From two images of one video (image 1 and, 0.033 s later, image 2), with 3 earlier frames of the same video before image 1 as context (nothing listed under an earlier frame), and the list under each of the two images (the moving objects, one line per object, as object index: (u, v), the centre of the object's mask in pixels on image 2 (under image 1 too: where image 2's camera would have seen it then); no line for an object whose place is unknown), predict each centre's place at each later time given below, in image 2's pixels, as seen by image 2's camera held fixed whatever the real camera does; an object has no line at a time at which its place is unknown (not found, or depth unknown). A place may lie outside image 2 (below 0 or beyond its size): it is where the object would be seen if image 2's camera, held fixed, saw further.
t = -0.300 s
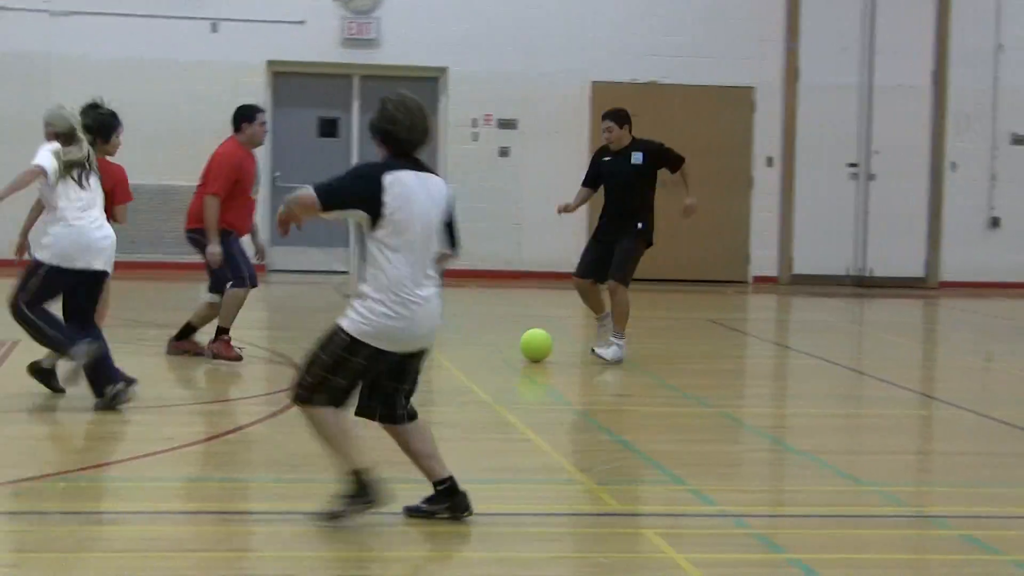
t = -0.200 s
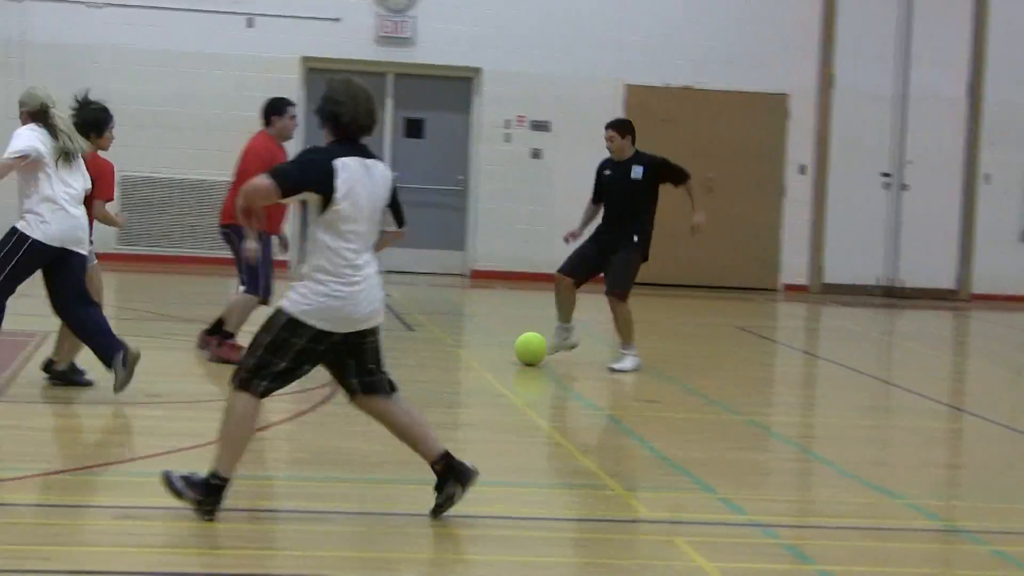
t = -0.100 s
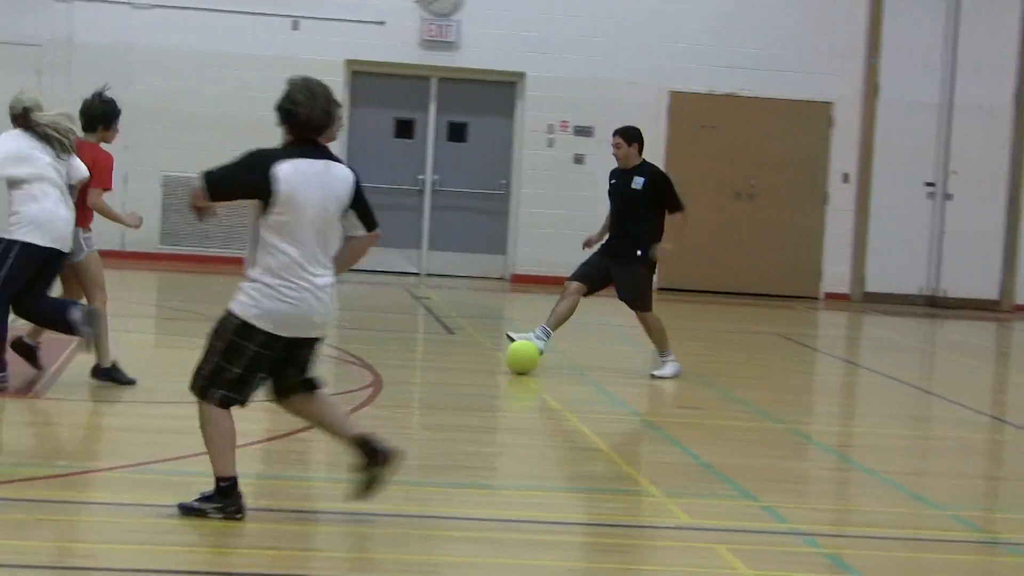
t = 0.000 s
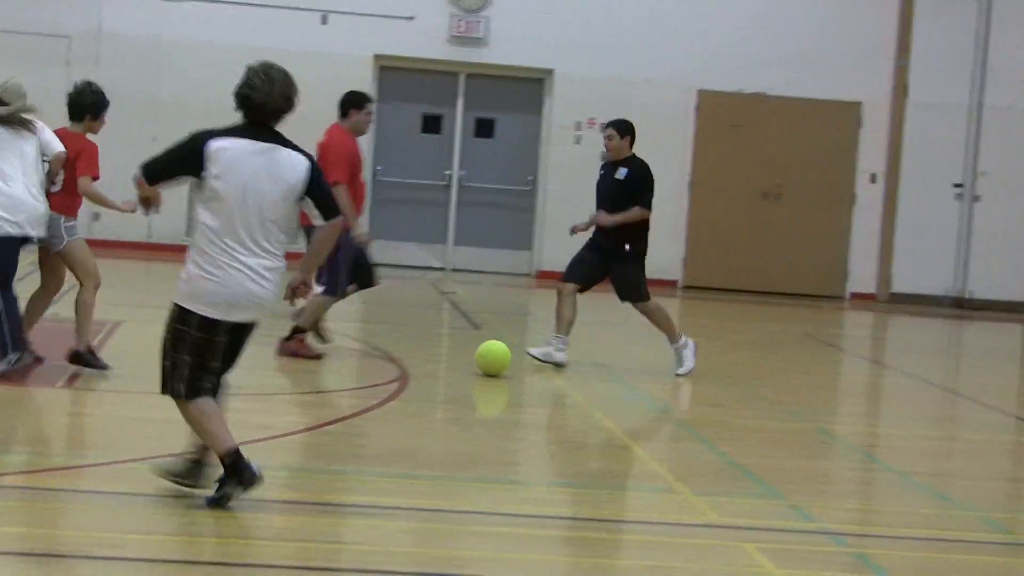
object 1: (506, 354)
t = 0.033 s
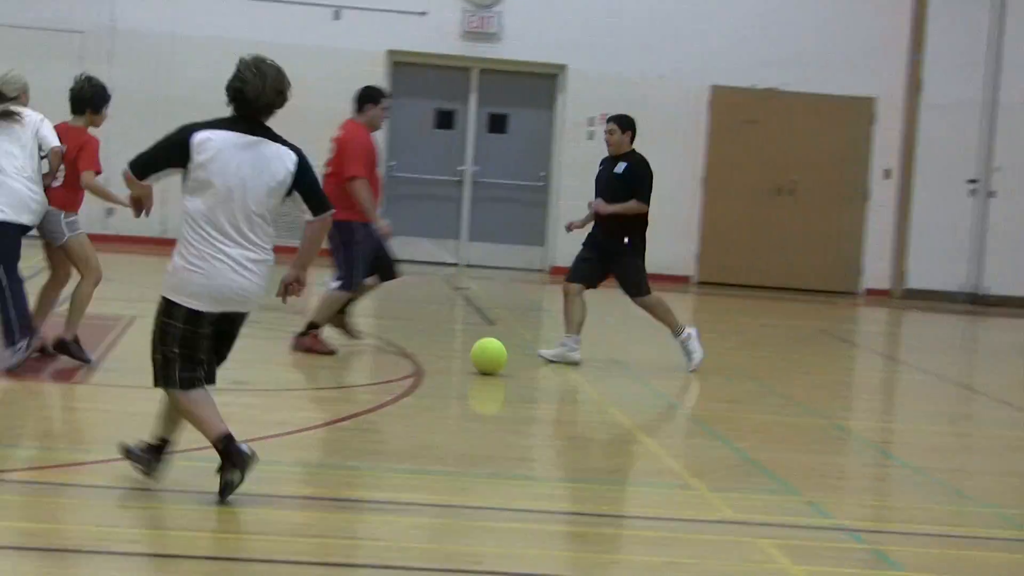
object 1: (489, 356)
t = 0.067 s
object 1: (471, 357)
